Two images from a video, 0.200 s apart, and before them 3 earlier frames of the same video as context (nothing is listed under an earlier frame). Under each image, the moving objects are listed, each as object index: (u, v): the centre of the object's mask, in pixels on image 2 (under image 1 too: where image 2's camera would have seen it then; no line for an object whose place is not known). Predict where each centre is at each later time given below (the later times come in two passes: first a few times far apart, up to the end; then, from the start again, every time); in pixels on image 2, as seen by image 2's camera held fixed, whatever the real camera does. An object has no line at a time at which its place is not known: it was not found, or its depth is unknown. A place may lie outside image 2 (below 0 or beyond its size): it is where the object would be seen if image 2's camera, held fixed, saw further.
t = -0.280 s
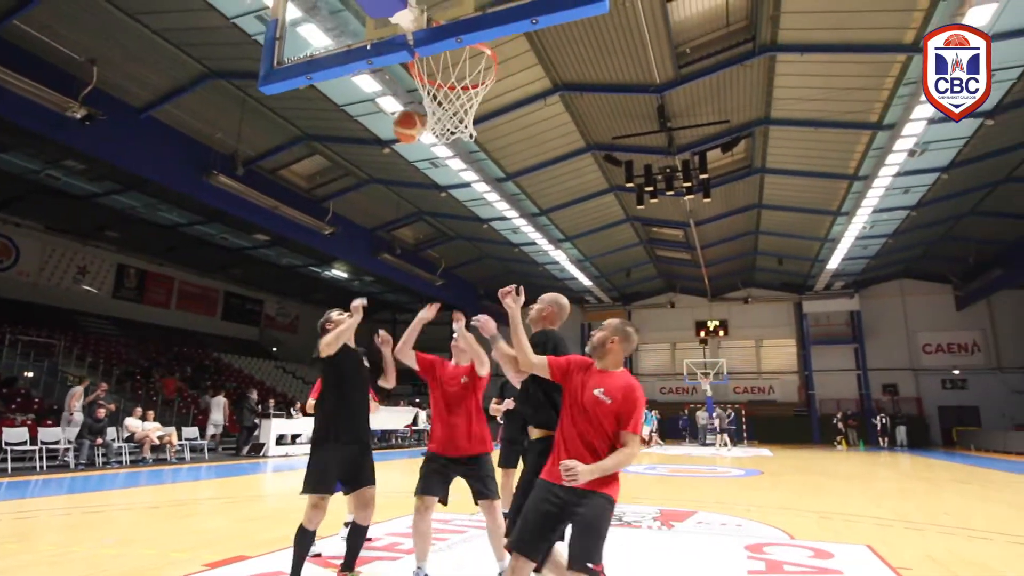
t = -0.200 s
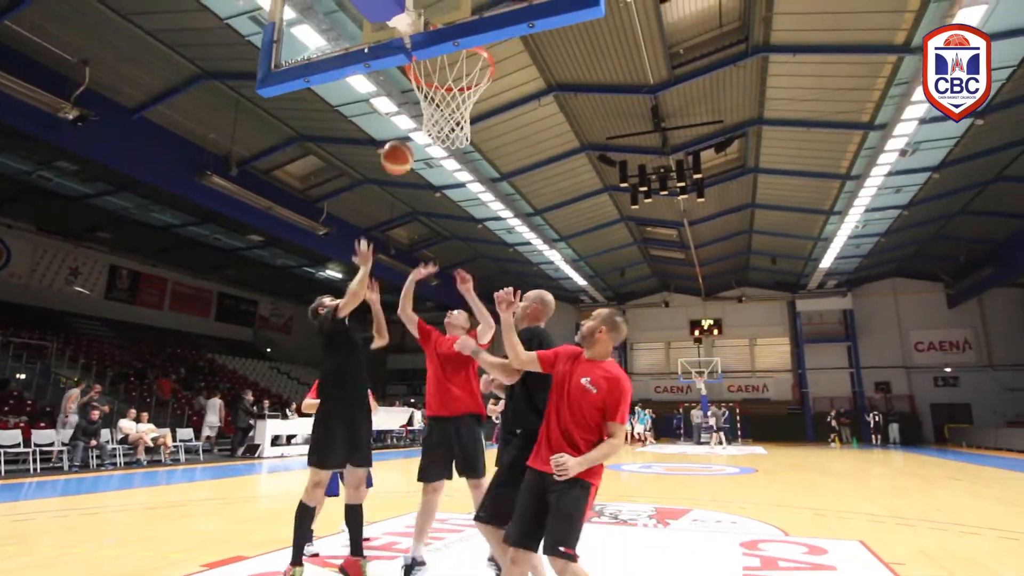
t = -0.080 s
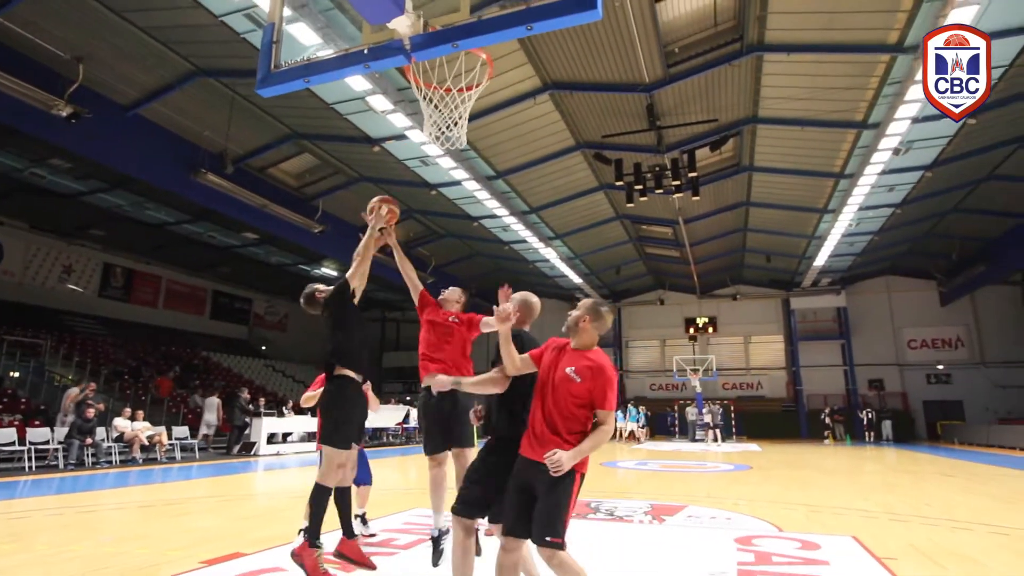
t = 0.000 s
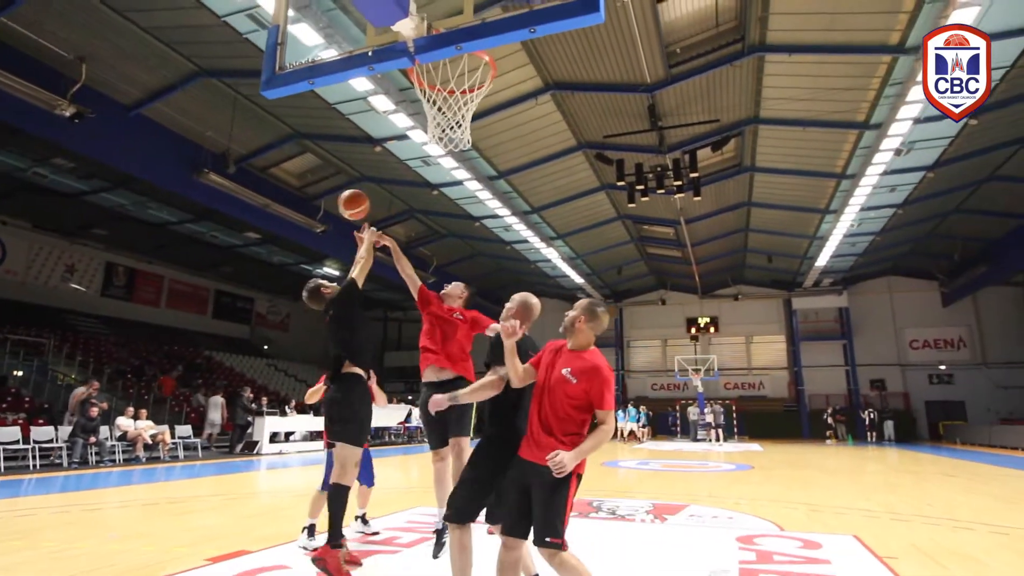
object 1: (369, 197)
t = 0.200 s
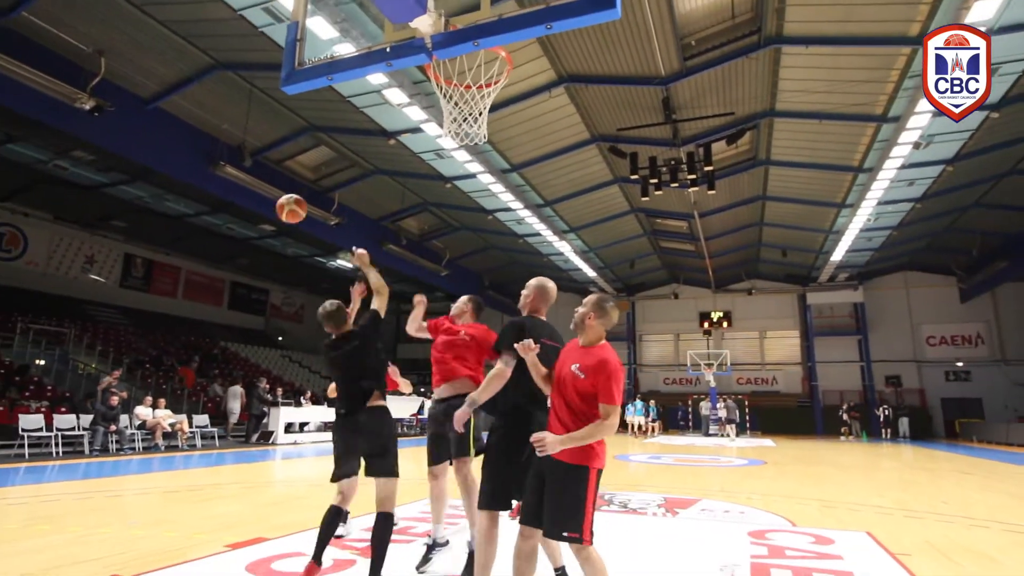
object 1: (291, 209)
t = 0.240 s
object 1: (276, 216)
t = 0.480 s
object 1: (186, 292)
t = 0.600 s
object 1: (138, 352)
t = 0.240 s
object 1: (276, 216)
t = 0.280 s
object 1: (261, 224)
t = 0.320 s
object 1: (245, 235)
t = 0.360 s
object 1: (230, 247)
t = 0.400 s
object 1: (216, 260)
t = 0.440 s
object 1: (200, 276)
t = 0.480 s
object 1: (186, 292)
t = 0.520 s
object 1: (170, 311)
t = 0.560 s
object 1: (154, 331)
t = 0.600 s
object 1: (138, 352)
